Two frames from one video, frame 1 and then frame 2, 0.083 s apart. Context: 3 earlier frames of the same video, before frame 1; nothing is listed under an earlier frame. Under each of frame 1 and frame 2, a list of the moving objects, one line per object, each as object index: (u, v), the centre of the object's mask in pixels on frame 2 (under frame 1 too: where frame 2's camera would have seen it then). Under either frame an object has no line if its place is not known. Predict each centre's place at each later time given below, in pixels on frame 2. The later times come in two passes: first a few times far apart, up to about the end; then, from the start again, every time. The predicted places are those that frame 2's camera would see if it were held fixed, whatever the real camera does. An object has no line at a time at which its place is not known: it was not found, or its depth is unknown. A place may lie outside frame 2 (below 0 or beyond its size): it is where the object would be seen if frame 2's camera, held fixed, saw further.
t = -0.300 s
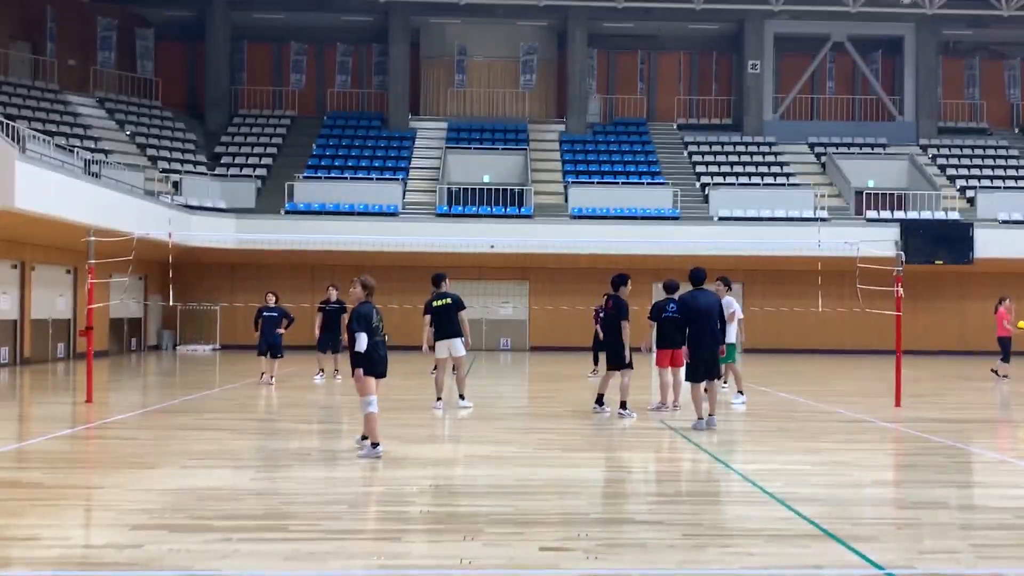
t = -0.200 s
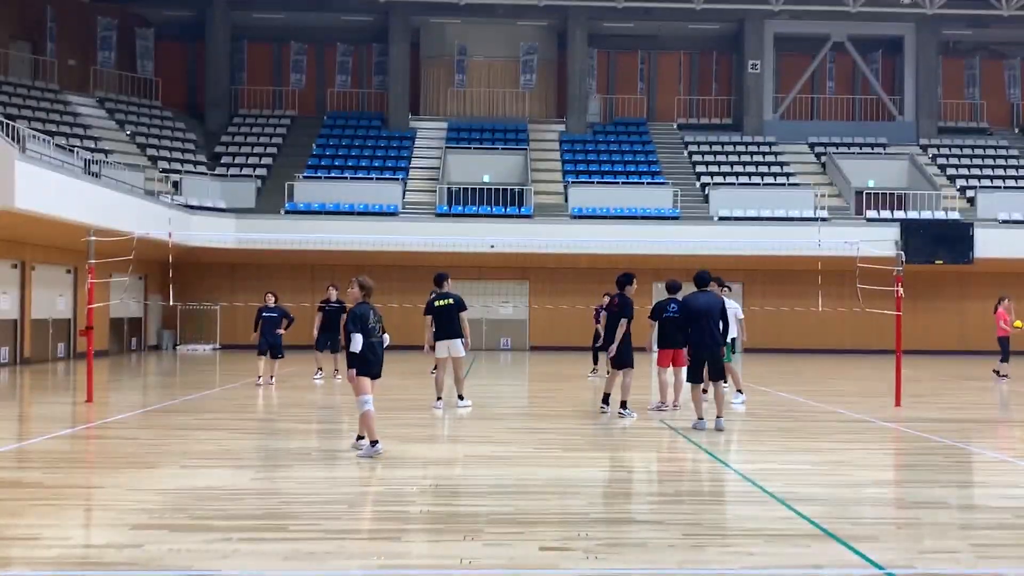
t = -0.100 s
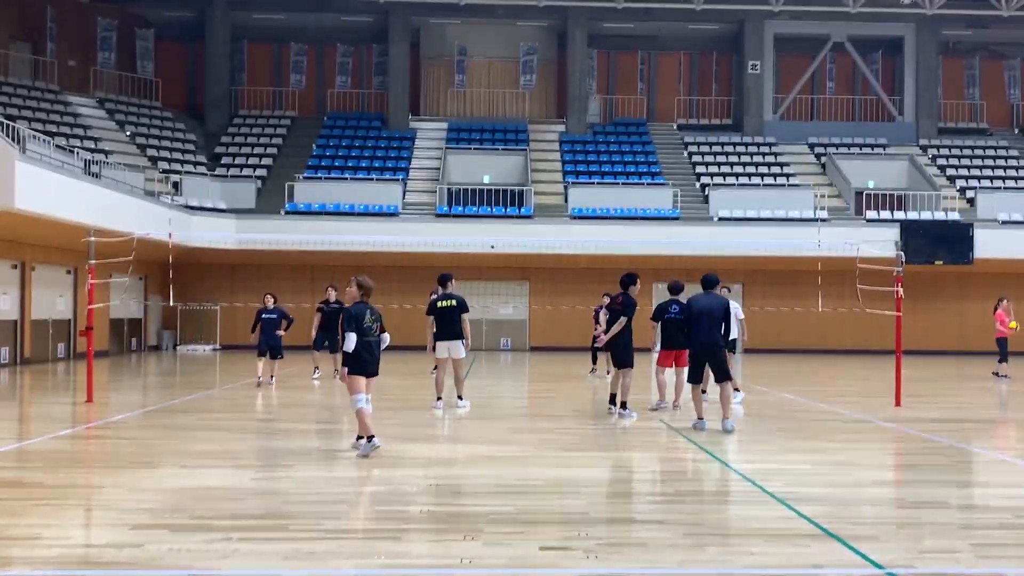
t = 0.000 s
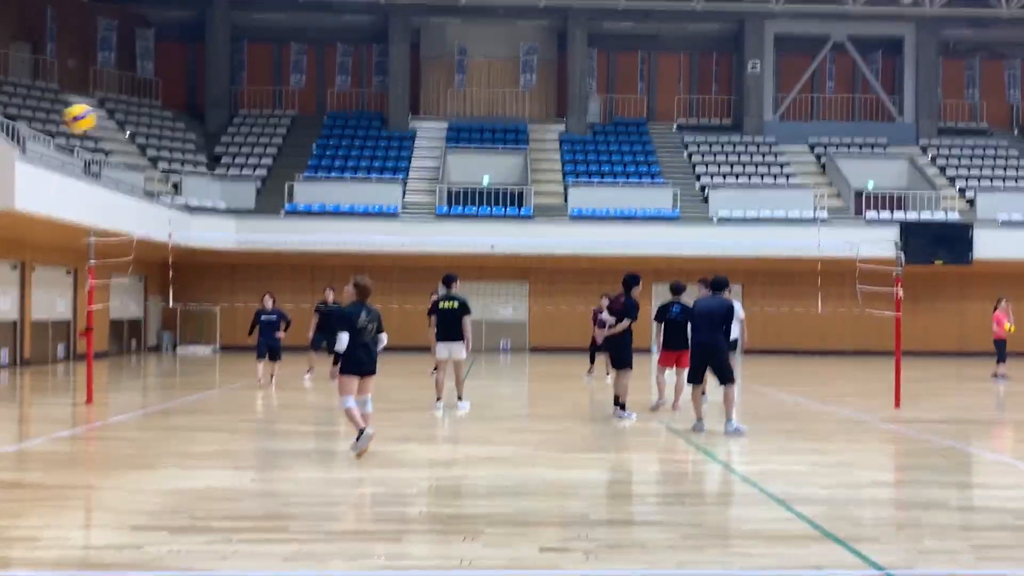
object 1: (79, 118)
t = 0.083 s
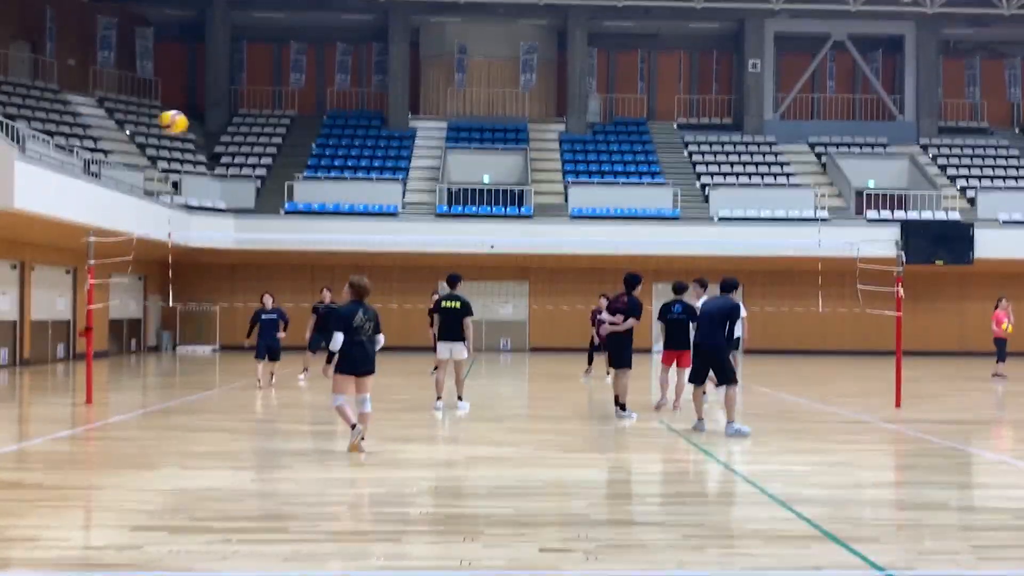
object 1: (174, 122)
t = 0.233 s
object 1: (292, 143)
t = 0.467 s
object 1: (408, 190)
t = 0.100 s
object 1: (189, 124)
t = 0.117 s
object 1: (204, 125)
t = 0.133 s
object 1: (219, 127)
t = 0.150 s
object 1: (233, 129)
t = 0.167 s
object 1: (245, 132)
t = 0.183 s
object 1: (258, 134)
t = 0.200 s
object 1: (270, 136)
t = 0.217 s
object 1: (282, 140)
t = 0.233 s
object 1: (292, 143)
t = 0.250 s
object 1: (303, 146)
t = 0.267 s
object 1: (312, 149)
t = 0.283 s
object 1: (322, 151)
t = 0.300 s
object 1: (331, 155)
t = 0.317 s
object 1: (340, 158)
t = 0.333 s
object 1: (349, 161)
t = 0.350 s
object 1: (357, 164)
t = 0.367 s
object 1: (365, 167)
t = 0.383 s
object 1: (372, 171)
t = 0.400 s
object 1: (380, 175)
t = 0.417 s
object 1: (387, 179)
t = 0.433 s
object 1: (394, 183)
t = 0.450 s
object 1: (401, 187)
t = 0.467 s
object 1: (408, 190)
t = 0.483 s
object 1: (413, 195)
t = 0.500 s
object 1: (420, 199)
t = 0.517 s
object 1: (426, 203)
